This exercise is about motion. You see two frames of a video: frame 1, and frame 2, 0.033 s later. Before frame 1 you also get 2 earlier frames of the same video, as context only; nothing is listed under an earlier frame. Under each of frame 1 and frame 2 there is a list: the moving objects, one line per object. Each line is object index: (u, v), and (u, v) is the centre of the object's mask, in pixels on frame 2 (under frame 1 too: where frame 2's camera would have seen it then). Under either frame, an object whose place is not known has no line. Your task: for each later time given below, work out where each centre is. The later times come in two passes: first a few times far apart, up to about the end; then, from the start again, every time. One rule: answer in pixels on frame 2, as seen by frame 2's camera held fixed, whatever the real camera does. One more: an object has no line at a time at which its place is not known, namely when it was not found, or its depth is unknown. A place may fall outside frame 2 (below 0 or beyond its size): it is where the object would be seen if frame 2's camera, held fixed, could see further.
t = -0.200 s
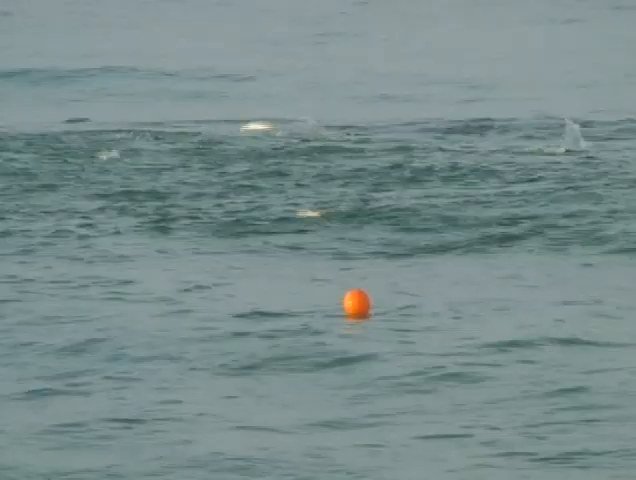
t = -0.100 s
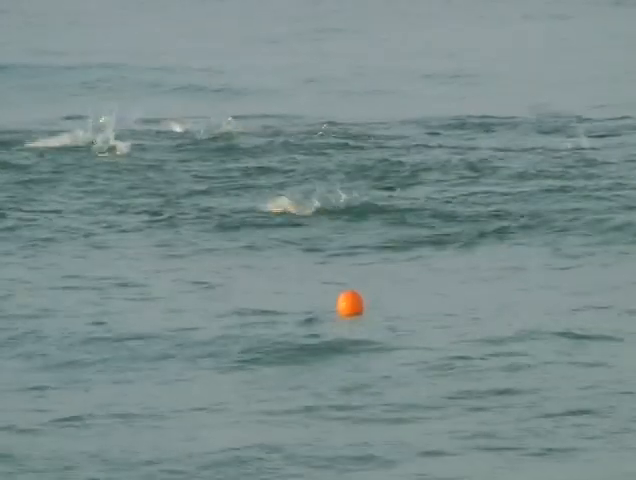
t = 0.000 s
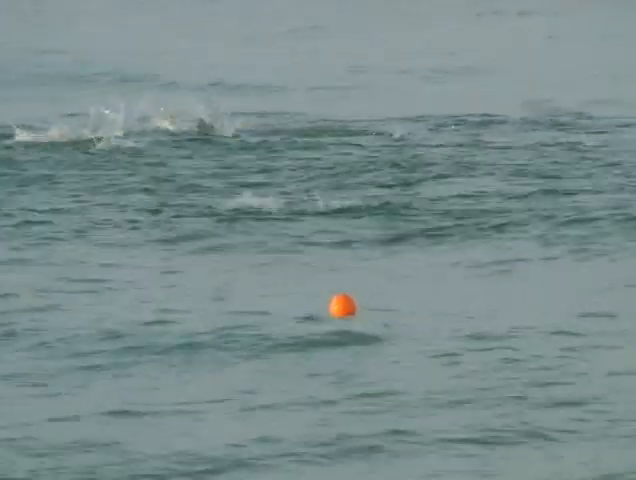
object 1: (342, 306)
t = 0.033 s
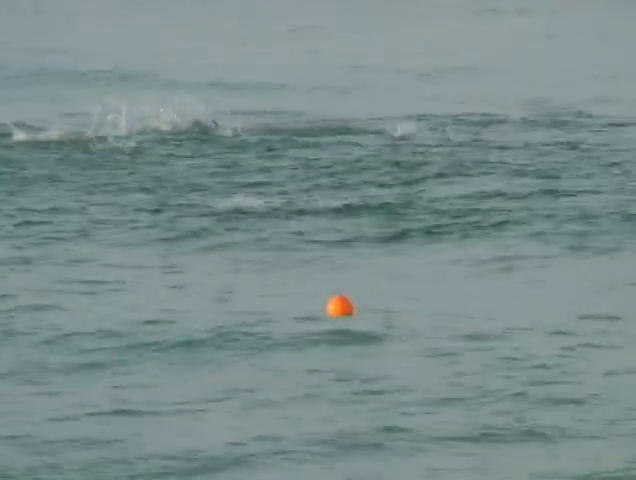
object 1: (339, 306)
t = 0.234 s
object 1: (334, 313)
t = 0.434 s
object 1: (339, 323)
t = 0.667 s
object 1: (342, 335)
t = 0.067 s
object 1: (337, 307)
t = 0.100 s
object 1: (335, 308)
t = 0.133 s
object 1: (335, 309)
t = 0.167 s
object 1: (335, 311)
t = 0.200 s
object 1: (335, 313)
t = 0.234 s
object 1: (334, 313)
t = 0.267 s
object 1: (335, 316)
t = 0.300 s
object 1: (335, 317)
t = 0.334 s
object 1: (336, 319)
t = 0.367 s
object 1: (337, 320)
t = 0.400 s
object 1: (337, 322)
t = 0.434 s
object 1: (339, 323)
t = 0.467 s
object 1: (340, 325)
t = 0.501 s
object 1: (340, 327)
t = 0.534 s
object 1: (341, 328)
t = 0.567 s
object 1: (341, 330)
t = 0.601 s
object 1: (342, 331)
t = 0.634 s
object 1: (342, 334)
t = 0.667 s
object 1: (342, 335)
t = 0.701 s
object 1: (342, 336)
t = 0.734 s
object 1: (342, 337)
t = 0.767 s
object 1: (342, 338)
